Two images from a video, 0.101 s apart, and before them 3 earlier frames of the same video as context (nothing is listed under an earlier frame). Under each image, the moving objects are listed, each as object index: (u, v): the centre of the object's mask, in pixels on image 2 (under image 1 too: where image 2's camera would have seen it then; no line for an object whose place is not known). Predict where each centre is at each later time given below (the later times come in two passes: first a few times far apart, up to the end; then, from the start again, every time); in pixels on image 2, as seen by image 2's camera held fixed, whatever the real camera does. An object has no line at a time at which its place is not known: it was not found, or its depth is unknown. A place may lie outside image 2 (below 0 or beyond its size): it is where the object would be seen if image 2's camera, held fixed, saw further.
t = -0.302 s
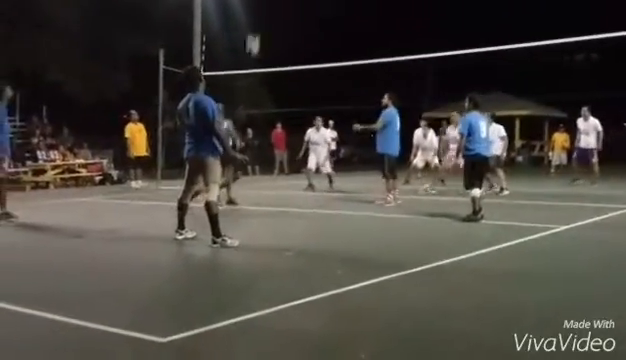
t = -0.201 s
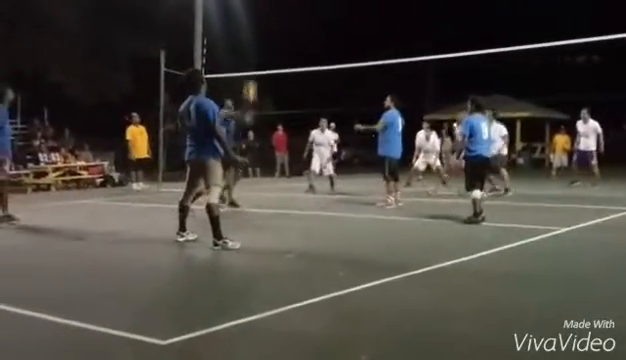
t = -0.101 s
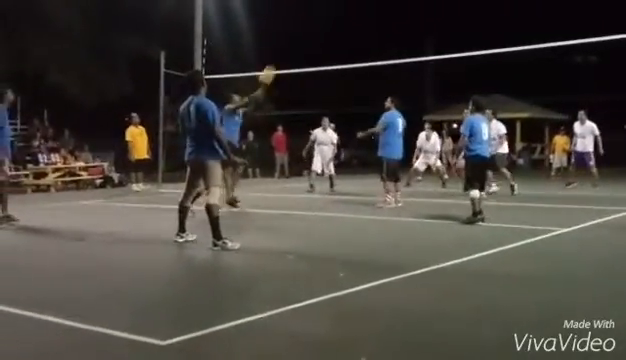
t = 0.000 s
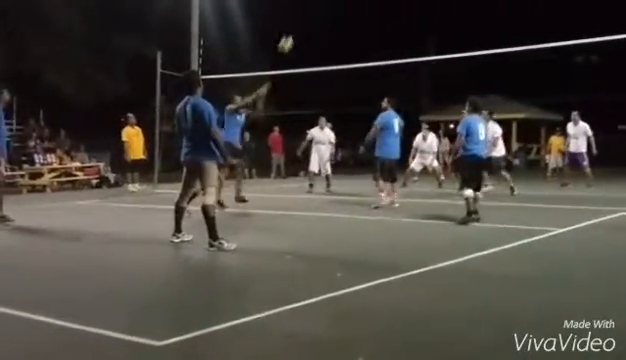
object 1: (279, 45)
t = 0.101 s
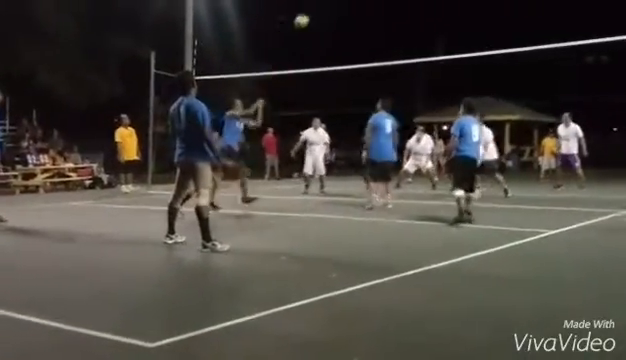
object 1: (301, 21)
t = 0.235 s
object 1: (328, 1)
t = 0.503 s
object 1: (373, -7)
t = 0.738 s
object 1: (404, 15)
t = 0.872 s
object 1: (419, 37)
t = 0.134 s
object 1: (308, 14)
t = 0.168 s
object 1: (314, 10)
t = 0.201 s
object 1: (321, 4)
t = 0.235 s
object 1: (328, 1)
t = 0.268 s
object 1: (334, -2)
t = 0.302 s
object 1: (341, -6)
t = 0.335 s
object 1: (346, -9)
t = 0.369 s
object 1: (352, -9)
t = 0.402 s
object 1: (357, -9)
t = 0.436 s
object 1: (363, -9)
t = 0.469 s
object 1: (368, -8)
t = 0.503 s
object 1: (373, -7)
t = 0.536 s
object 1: (378, -5)
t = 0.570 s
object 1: (382, -2)
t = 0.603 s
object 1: (387, 1)
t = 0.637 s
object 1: (391, 3)
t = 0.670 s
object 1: (395, 7)
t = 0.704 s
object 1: (399, 11)
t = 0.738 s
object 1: (404, 15)
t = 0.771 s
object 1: (407, 19)
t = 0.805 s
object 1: (412, 25)
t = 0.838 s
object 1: (415, 32)
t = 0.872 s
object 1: (419, 37)
